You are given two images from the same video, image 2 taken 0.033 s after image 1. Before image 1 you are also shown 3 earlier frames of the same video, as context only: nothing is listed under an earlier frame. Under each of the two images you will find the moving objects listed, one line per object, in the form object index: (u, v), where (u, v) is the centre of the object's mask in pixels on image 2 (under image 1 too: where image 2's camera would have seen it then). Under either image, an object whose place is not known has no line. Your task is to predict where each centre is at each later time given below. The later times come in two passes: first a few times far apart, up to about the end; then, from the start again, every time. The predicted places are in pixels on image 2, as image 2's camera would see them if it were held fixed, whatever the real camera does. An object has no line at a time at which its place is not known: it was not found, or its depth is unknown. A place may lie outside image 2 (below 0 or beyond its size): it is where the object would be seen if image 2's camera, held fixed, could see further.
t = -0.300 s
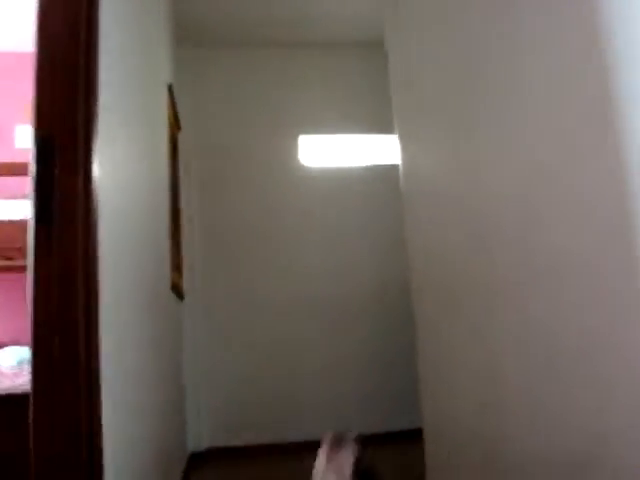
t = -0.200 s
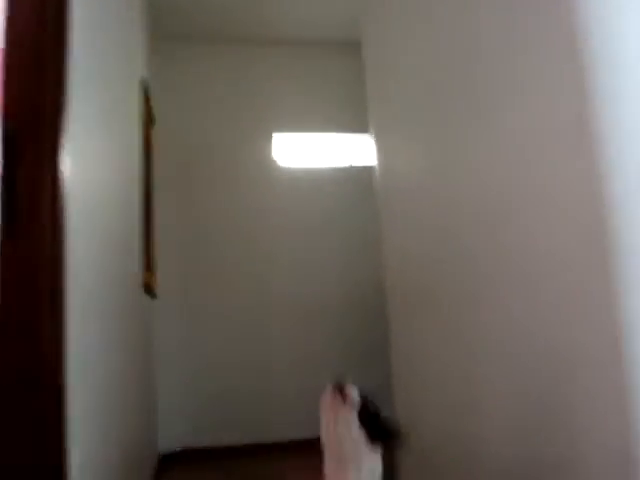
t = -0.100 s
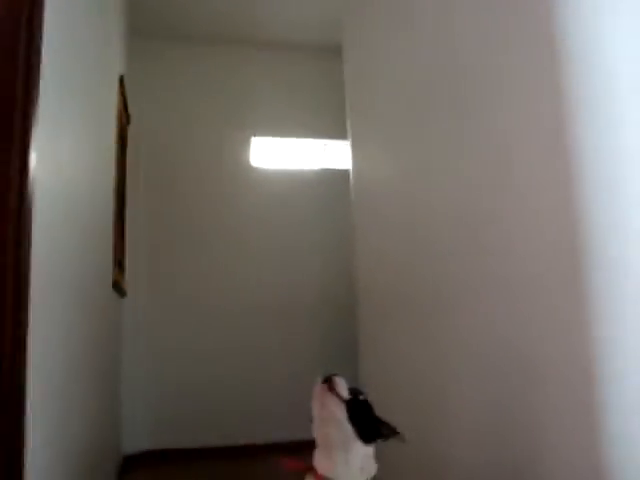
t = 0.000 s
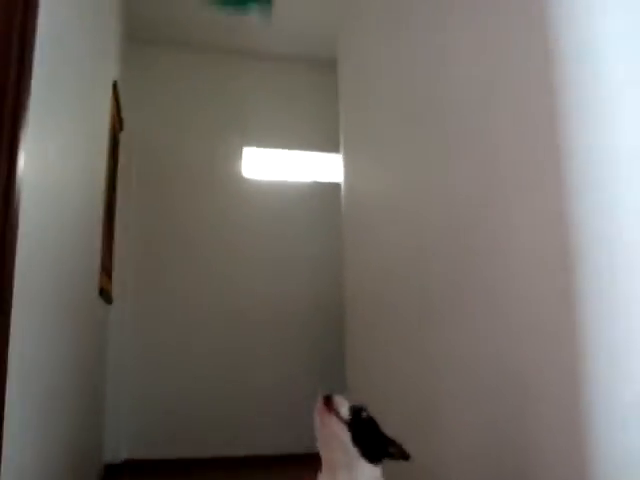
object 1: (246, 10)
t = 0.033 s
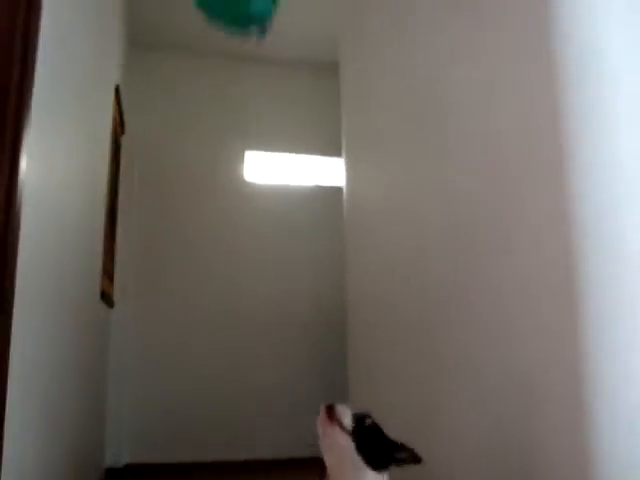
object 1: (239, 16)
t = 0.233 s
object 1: (227, 103)
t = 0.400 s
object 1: (198, 218)
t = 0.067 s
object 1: (237, 22)
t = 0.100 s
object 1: (237, 30)
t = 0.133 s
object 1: (235, 42)
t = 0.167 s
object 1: (235, 62)
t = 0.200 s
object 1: (232, 83)
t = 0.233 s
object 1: (227, 103)
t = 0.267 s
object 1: (223, 126)
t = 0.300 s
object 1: (218, 150)
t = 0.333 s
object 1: (210, 173)
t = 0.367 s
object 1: (204, 196)
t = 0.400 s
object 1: (198, 218)
